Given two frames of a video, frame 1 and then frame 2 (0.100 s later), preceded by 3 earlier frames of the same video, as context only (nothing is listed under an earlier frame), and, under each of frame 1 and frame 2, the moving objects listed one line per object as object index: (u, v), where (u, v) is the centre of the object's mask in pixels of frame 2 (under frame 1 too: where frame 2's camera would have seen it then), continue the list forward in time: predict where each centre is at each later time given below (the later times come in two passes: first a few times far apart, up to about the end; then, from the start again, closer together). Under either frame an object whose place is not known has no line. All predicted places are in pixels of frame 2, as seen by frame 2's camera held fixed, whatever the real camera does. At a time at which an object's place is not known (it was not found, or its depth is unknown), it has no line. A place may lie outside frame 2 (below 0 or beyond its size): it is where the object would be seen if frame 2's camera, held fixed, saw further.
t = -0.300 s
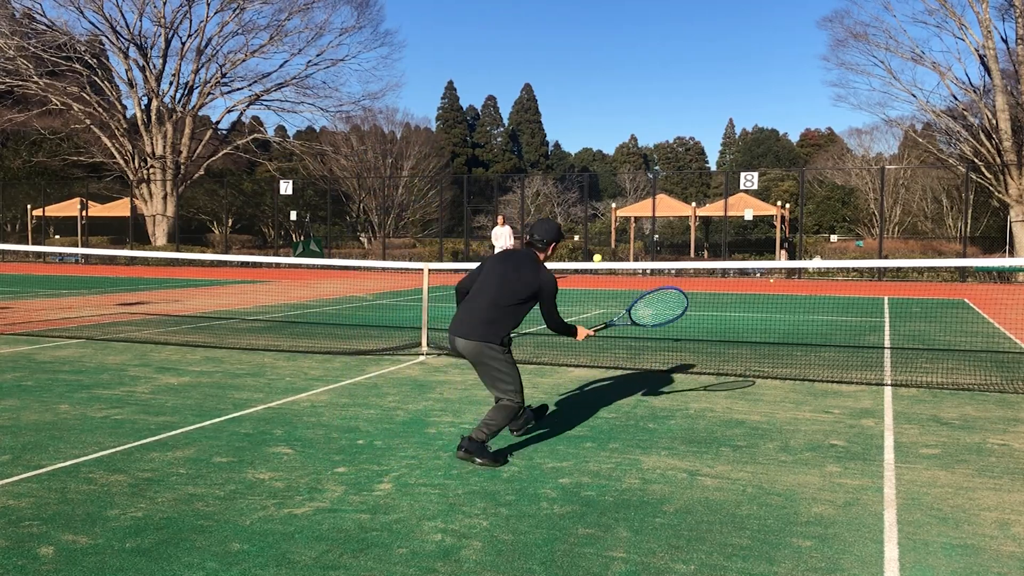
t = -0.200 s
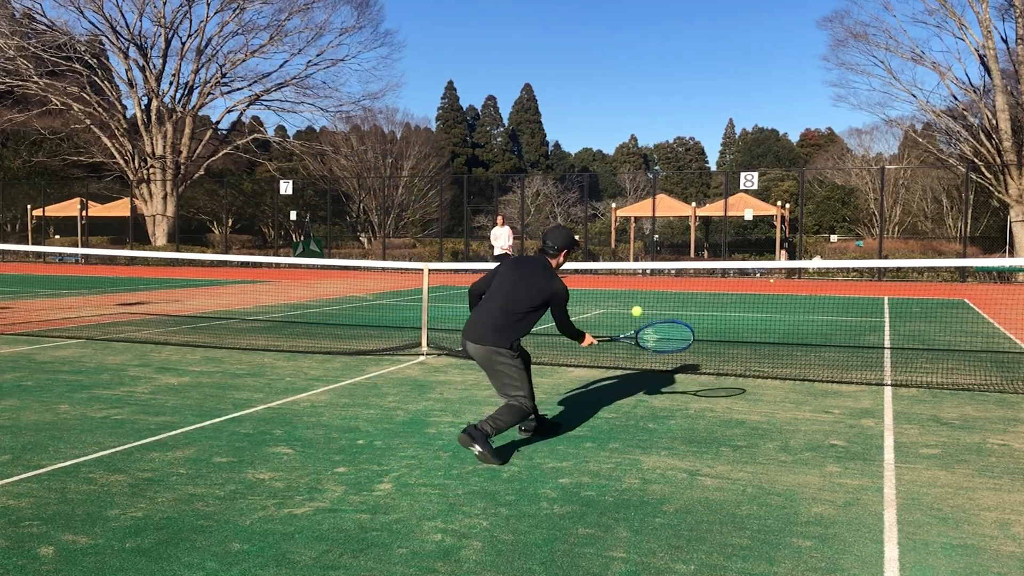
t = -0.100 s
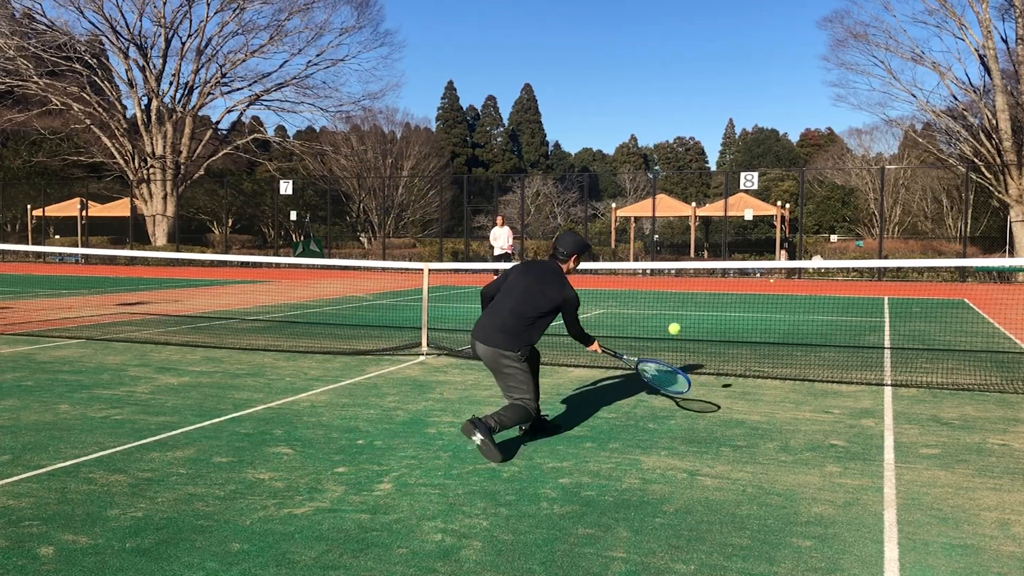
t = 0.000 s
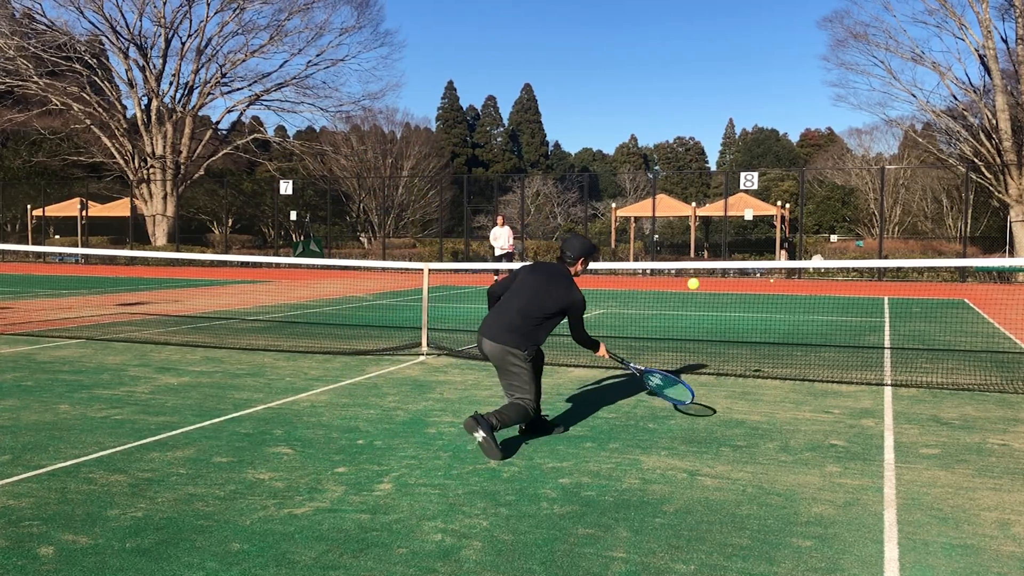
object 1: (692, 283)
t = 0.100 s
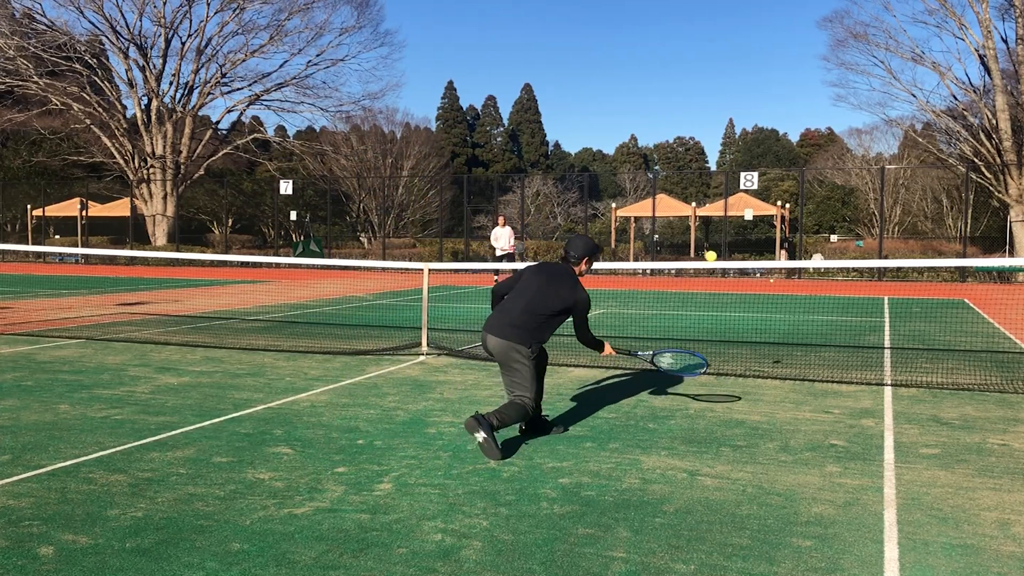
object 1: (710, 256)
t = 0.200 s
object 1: (727, 245)
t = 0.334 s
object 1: (747, 253)
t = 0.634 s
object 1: (786, 355)
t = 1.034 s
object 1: (850, 321)
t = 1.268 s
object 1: (889, 358)
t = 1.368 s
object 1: (906, 399)
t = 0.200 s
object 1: (727, 245)
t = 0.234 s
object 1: (732, 245)
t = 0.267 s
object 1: (738, 246)
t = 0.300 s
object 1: (743, 249)
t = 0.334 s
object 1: (747, 253)
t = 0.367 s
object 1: (752, 259)
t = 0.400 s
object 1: (757, 266)
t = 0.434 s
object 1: (762, 275)
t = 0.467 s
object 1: (766, 285)
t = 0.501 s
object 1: (770, 297)
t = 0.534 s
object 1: (773, 309)
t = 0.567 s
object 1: (777, 323)
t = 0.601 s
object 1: (782, 338)
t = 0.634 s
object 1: (786, 355)
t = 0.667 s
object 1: (789, 372)
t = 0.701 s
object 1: (794, 391)
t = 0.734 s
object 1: (799, 385)
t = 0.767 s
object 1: (804, 372)
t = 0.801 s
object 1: (810, 360)
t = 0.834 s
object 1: (816, 350)
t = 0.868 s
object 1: (821, 341)
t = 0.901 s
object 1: (827, 334)
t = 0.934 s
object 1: (833, 329)
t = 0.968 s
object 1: (839, 324)
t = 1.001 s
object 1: (844, 322)
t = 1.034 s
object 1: (850, 321)
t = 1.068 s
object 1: (855, 321)
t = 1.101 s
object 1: (861, 323)
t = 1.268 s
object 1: (889, 358)
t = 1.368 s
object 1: (906, 399)
